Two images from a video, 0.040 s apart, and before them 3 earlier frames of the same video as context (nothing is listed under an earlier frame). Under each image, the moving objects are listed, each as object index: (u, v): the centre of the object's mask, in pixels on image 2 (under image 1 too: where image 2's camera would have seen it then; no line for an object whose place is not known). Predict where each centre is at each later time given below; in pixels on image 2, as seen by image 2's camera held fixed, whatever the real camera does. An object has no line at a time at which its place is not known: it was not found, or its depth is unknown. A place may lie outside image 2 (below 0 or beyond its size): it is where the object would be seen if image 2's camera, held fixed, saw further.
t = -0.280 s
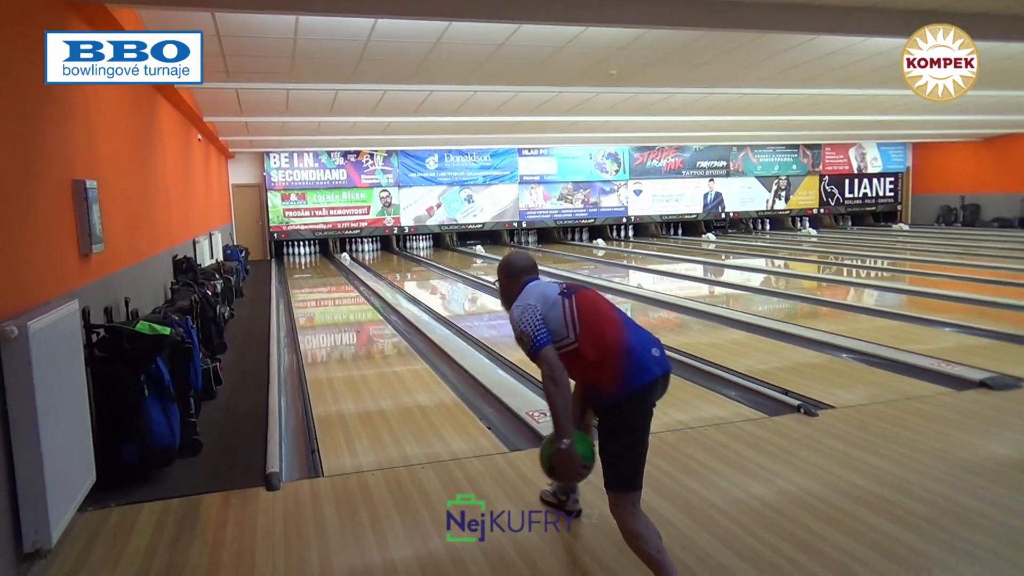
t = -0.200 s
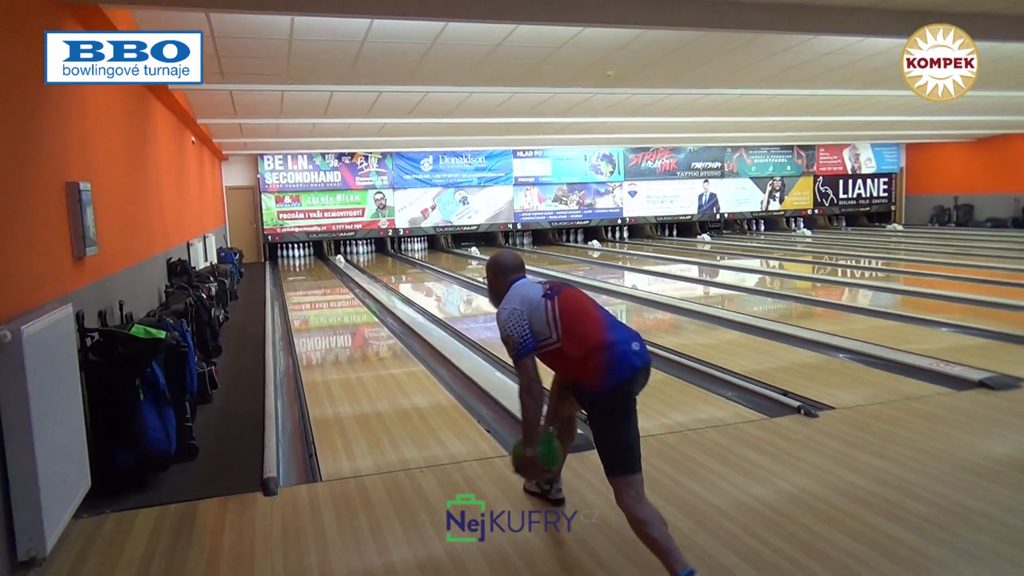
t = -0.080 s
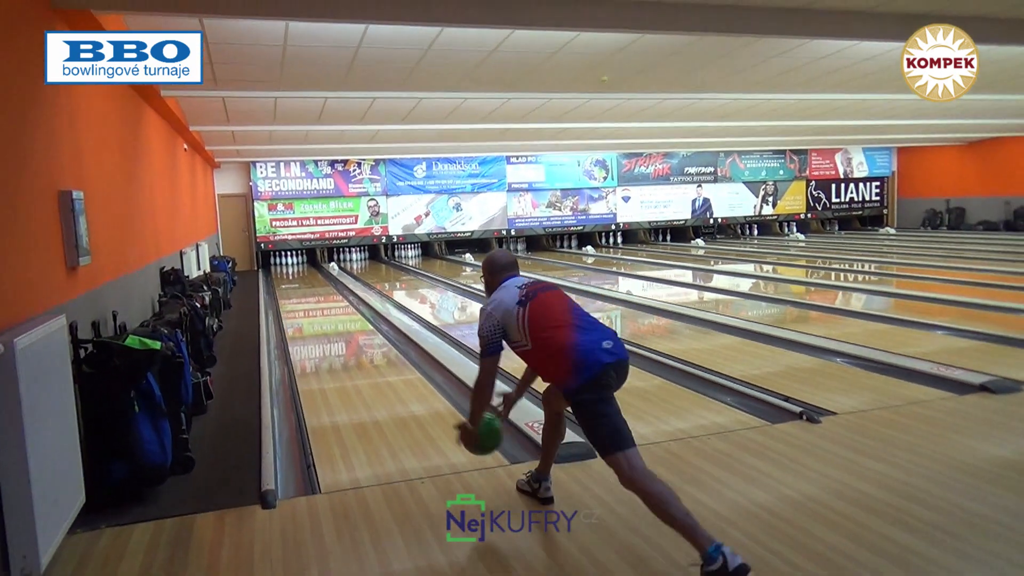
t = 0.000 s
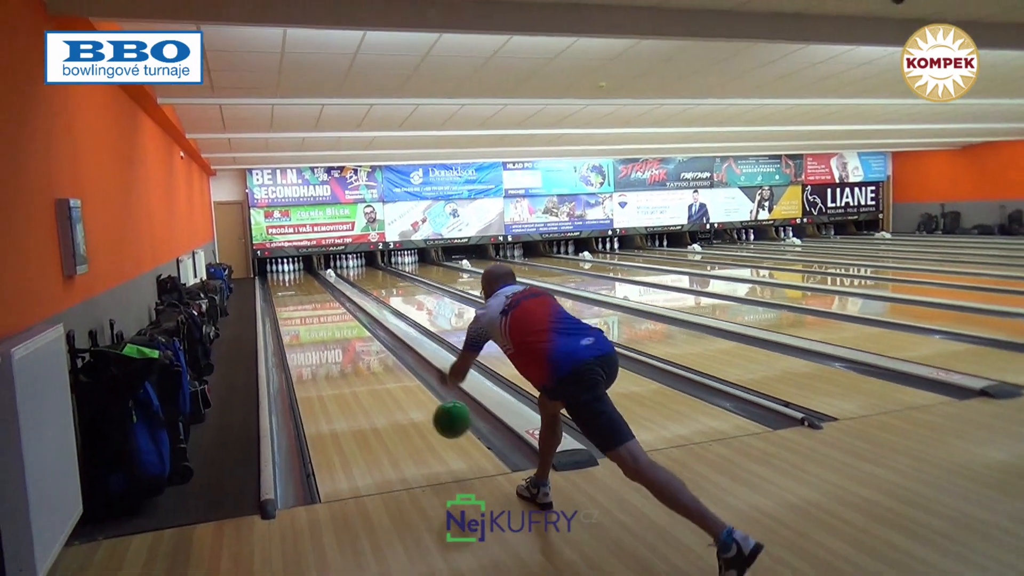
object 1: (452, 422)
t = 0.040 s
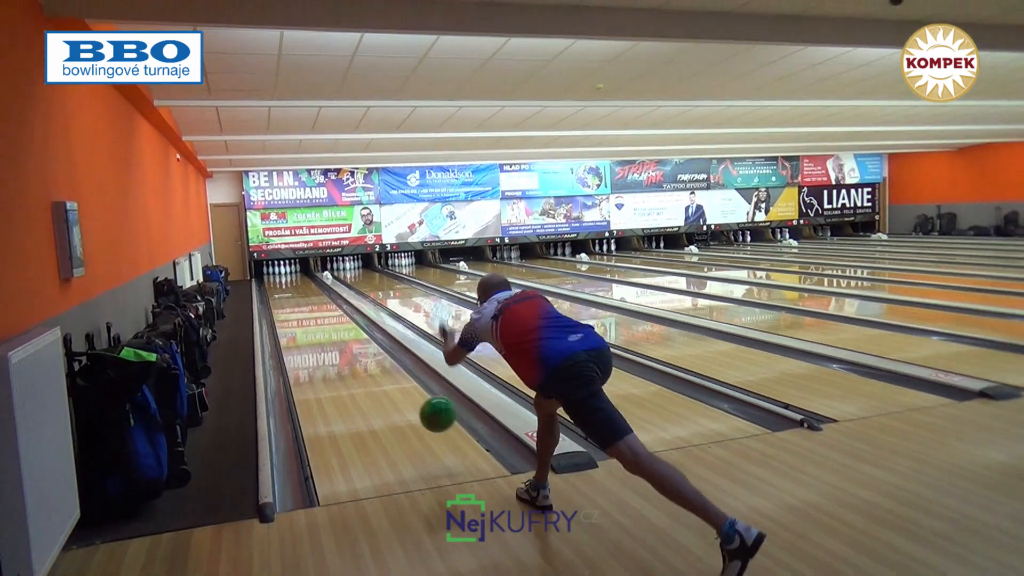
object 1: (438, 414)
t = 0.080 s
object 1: (426, 409)
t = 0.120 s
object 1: (416, 408)
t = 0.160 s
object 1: (407, 409)
